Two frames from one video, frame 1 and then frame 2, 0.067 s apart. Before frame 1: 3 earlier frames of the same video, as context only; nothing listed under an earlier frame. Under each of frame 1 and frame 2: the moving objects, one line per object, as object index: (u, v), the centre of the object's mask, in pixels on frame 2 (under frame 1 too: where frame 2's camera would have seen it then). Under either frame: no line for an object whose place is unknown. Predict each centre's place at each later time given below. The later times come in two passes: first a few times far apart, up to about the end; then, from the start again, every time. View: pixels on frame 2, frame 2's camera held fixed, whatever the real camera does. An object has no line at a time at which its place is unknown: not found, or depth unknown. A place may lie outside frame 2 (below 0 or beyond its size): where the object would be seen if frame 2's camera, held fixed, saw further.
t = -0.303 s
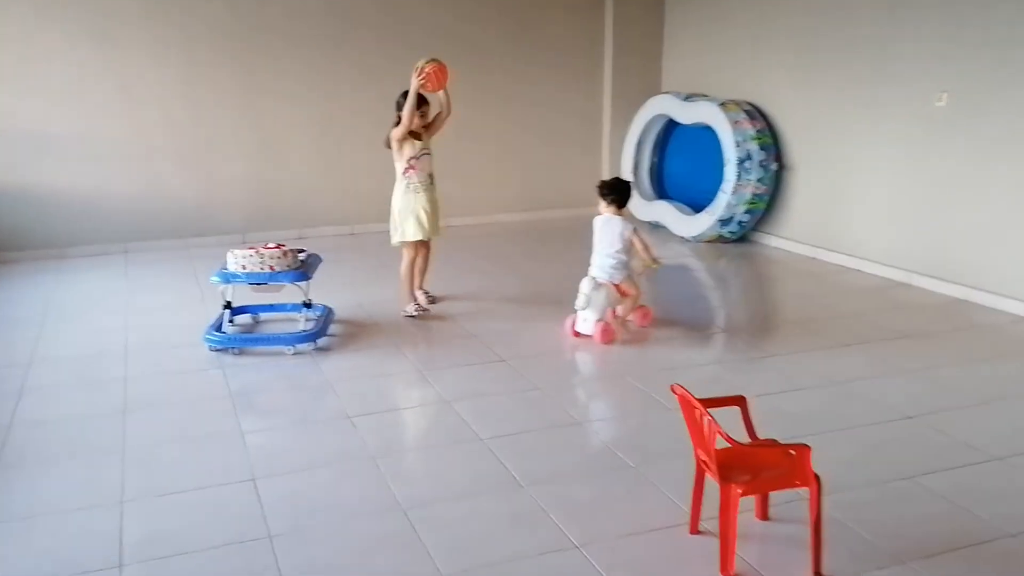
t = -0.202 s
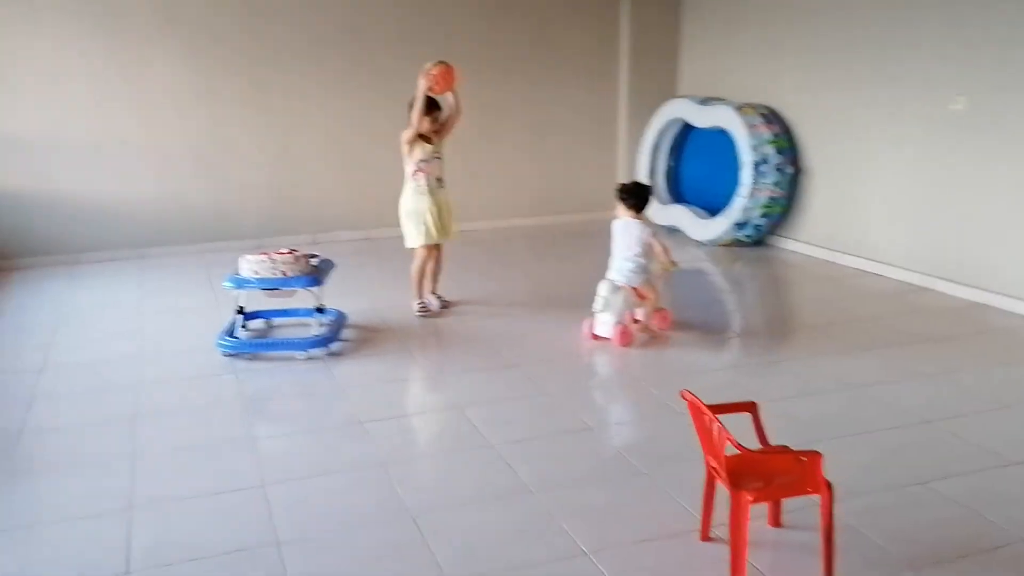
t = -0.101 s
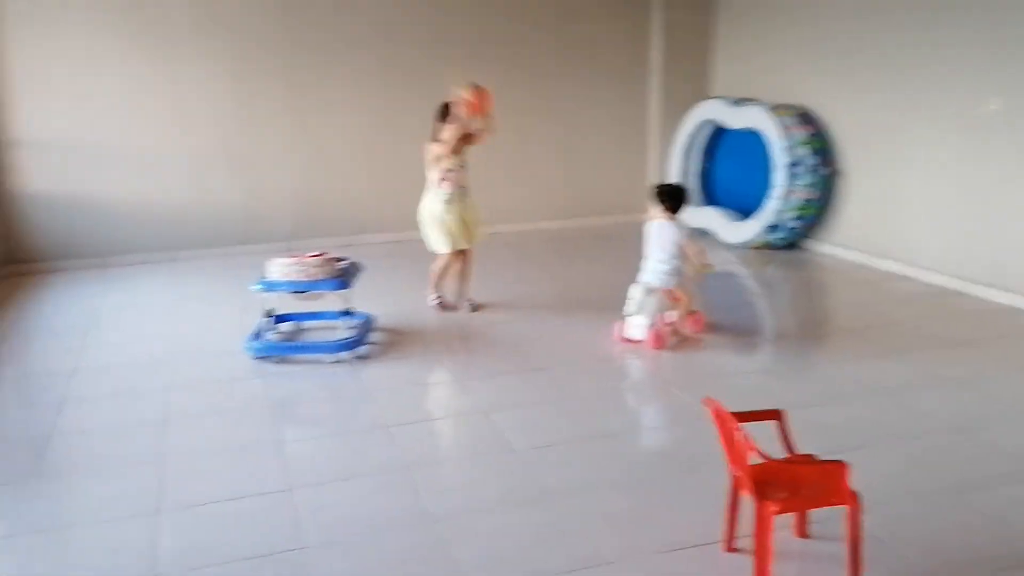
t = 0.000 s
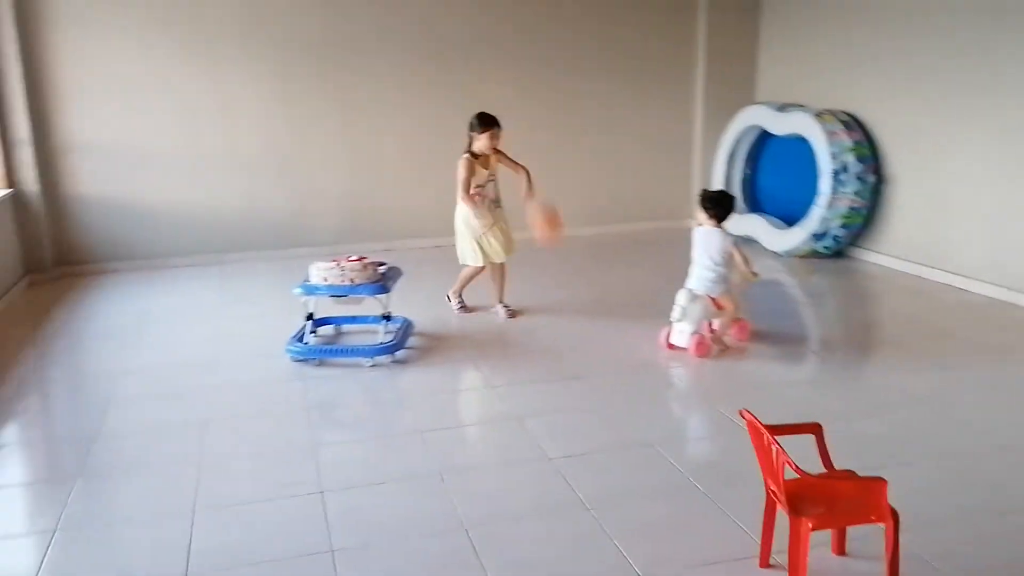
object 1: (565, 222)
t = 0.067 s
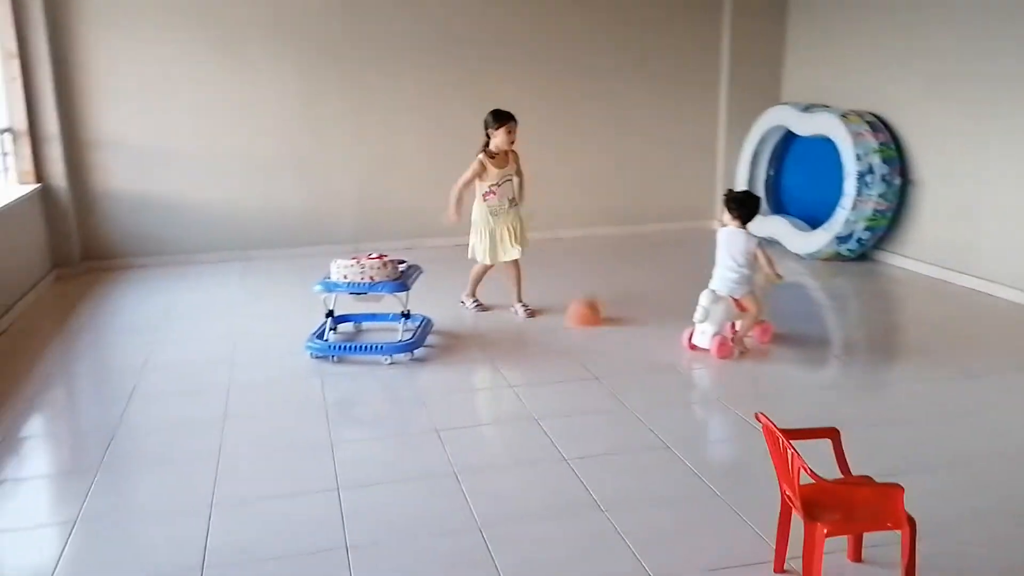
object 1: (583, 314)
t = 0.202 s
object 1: (610, 194)
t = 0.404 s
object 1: (648, 66)
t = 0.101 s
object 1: (590, 283)
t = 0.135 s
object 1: (596, 252)
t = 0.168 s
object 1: (603, 222)
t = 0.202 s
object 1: (610, 194)
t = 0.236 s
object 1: (617, 168)
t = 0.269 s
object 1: (624, 144)
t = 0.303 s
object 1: (629, 121)
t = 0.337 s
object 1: (636, 100)
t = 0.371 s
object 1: (642, 83)
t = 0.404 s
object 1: (648, 66)
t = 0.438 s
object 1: (654, 52)
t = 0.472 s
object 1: (661, 42)
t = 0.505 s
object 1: (667, 31)
